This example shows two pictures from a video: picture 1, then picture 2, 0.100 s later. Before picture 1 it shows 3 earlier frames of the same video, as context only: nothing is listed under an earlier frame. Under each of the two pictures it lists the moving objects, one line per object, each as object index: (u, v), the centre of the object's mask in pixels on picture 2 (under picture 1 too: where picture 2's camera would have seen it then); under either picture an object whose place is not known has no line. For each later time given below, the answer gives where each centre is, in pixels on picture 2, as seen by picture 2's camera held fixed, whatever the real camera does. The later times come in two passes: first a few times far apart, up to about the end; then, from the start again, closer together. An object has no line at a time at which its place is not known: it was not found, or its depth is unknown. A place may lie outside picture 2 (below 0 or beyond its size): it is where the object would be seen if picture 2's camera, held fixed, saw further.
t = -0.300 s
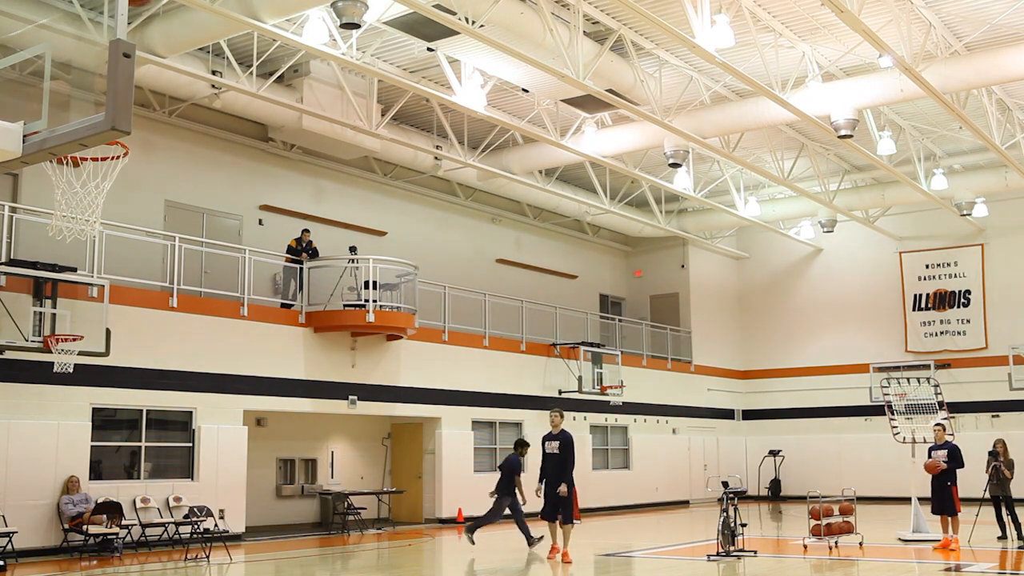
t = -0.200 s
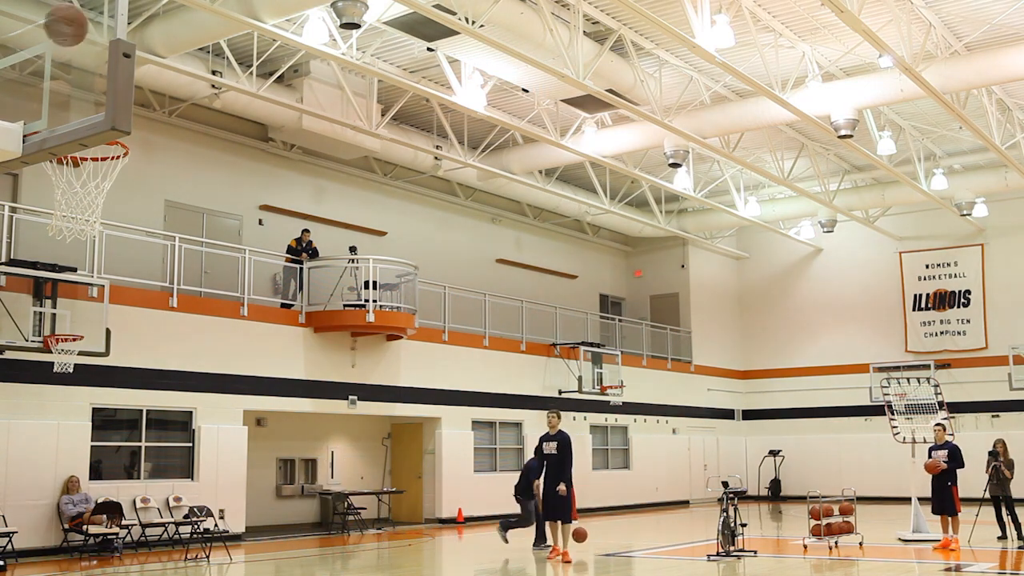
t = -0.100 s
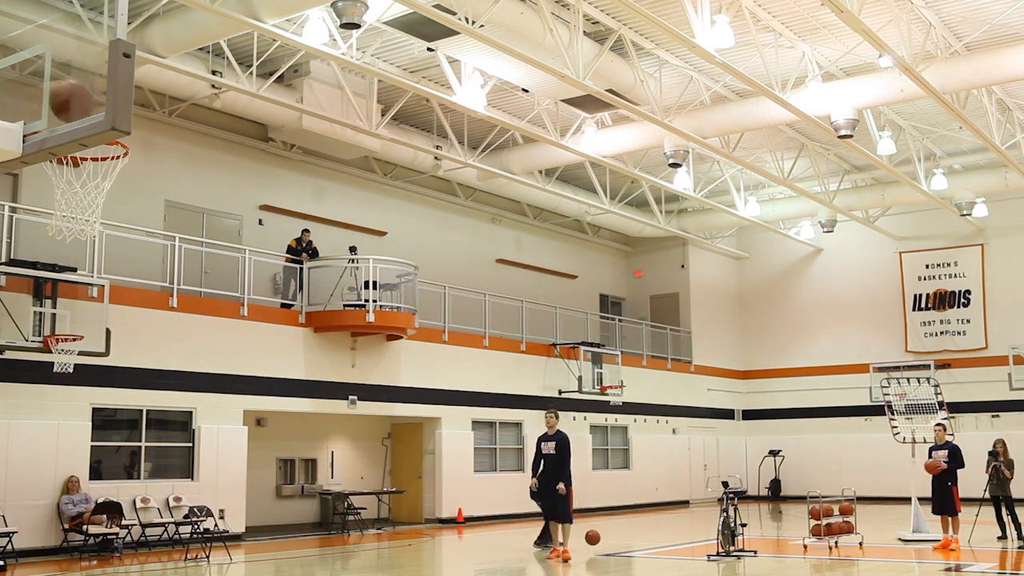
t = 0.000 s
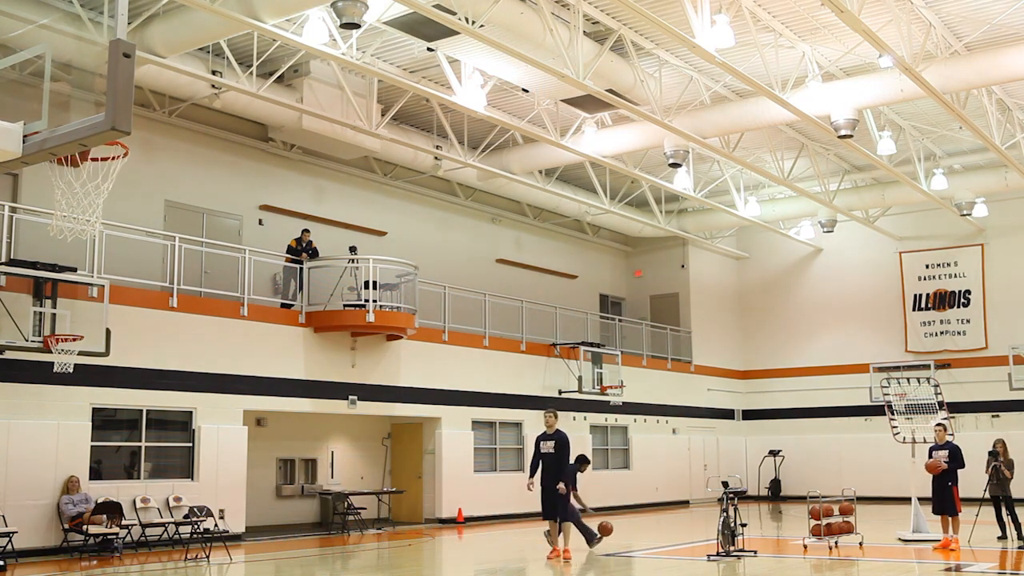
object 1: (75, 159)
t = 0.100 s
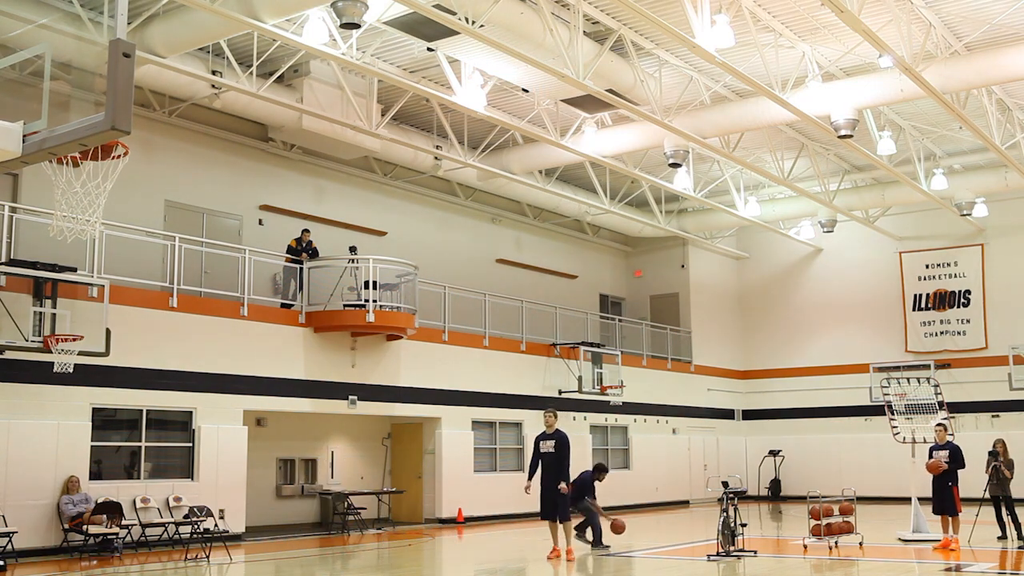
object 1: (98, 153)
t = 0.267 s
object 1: (73, 160)
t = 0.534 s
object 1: (87, 193)
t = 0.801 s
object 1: (115, 284)
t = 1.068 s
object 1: (136, 508)
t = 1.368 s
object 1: (155, 569)
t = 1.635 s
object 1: (167, 452)
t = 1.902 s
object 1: (175, 453)
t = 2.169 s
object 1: (177, 566)
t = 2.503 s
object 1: (191, 565)
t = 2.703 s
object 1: (200, 535)
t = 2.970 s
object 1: (212, 570)
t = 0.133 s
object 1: (98, 153)
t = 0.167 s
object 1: (97, 155)
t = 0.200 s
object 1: (91, 159)
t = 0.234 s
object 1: (82, 159)
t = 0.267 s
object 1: (73, 160)
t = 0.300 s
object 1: (64, 163)
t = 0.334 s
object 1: (64, 164)
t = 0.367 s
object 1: (67, 166)
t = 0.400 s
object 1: (70, 169)
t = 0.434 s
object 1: (73, 174)
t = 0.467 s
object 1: (77, 180)
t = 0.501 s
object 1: (82, 189)
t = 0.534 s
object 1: (87, 193)
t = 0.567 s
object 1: (92, 198)
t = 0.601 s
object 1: (96, 204)
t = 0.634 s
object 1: (99, 213)
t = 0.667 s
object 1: (102, 223)
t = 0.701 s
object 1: (105, 235)
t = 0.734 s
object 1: (108, 249)
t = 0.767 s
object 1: (112, 265)
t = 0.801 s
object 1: (115, 284)
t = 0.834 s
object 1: (118, 304)
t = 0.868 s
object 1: (121, 327)
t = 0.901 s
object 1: (123, 352)
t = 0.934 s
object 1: (126, 378)
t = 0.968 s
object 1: (128, 408)
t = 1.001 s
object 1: (131, 439)
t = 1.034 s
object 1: (133, 472)
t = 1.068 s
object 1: (136, 508)
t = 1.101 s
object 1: (138, 547)
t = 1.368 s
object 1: (155, 569)
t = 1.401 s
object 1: (156, 554)
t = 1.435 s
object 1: (158, 532)
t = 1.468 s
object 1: (160, 515)
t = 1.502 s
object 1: (162, 498)
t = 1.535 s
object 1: (163, 483)
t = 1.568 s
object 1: (165, 471)
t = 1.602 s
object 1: (166, 460)
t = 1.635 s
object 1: (167, 452)
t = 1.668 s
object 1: (168, 446)
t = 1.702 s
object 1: (170, 441)
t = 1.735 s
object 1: (171, 438)
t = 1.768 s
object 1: (172, 437)
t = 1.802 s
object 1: (173, 438)
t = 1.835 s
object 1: (173, 441)
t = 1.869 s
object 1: (174, 446)
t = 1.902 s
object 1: (175, 453)
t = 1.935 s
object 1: (176, 461)
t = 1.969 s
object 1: (176, 472)
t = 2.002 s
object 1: (176, 484)
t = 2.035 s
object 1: (177, 498)
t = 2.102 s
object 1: (177, 533)
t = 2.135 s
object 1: (177, 553)
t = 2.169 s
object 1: (177, 566)
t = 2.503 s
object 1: (191, 565)
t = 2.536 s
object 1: (193, 560)
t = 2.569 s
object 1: (194, 552)
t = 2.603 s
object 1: (196, 545)
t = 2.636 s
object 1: (198, 539)
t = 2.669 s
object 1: (199, 536)
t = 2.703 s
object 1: (200, 535)
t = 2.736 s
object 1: (202, 535)
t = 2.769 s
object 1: (203, 537)
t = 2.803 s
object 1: (204, 540)
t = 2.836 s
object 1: (206, 545)
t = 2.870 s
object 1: (208, 552)
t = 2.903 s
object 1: (210, 560)
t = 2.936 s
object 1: (210, 565)
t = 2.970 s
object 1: (212, 570)
